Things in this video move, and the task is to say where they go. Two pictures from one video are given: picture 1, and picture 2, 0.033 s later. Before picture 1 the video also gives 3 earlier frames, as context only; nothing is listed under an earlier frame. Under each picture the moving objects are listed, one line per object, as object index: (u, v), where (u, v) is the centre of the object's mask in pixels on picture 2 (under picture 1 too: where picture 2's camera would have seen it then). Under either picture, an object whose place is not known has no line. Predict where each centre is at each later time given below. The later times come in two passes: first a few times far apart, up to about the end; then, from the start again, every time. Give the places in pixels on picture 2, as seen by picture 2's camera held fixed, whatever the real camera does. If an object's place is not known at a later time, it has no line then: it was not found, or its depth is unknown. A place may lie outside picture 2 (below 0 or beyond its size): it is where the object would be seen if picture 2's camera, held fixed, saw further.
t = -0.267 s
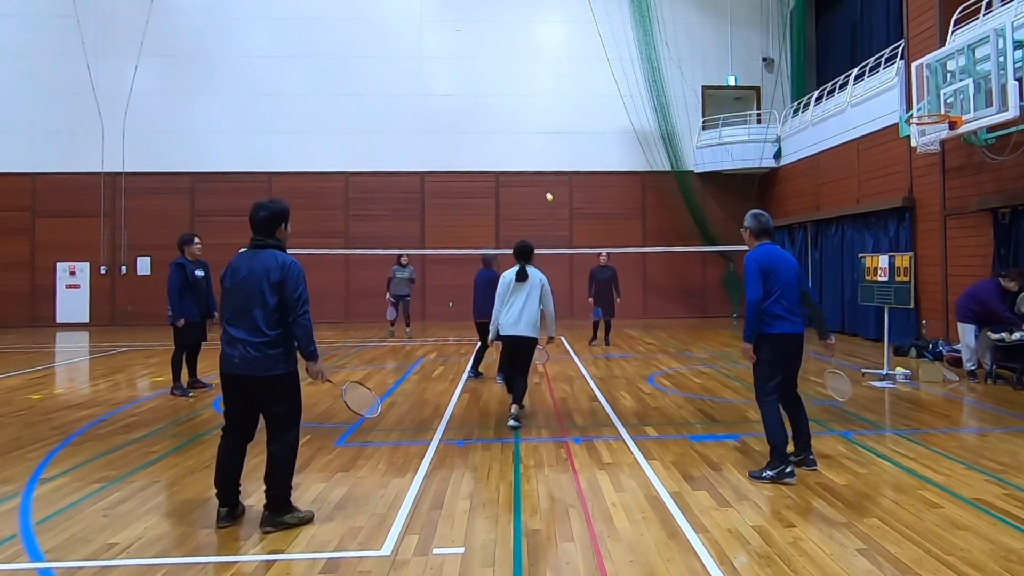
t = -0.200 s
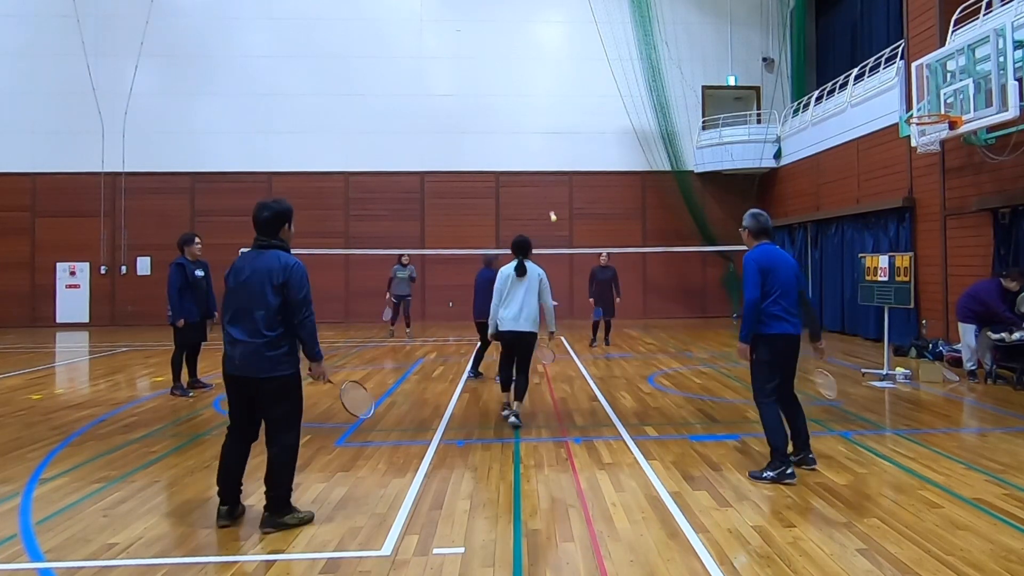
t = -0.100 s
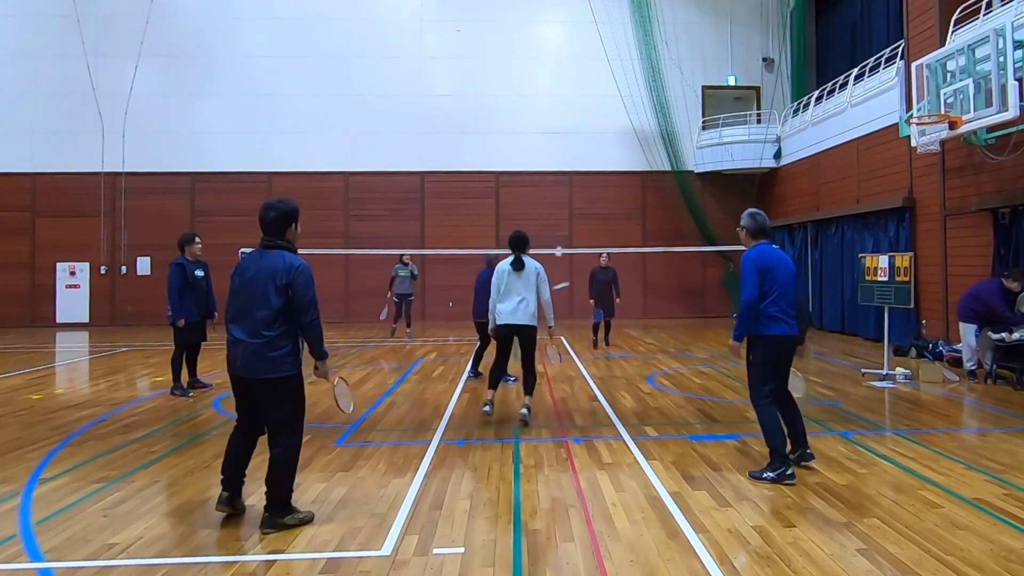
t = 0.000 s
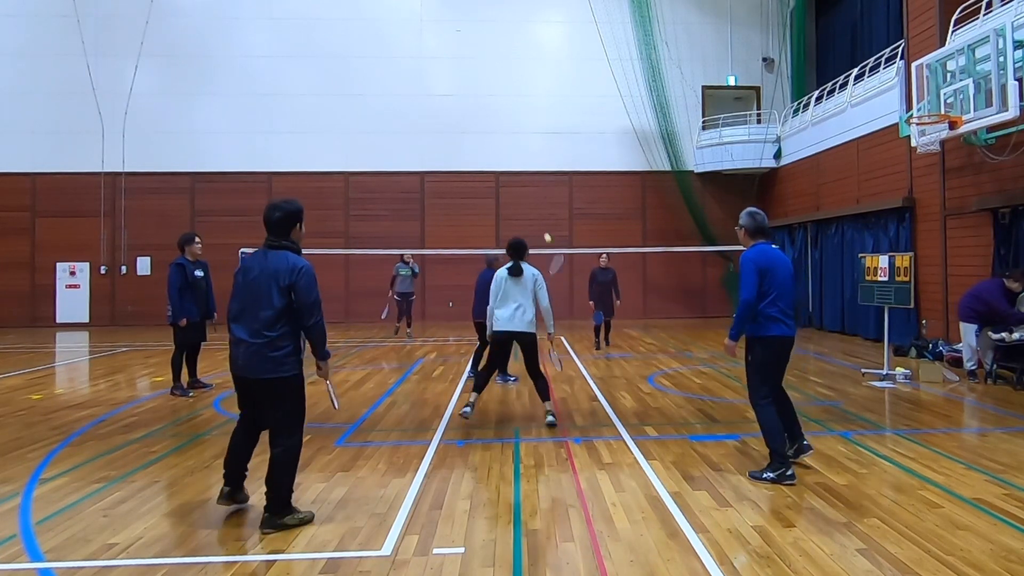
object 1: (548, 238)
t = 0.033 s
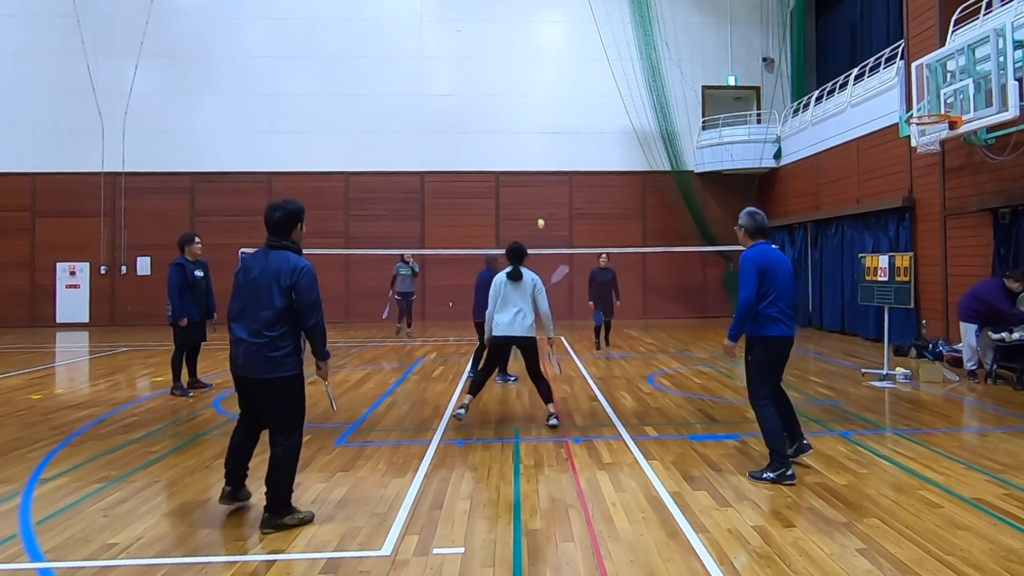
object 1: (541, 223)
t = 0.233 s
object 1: (504, 160)
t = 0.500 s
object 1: (461, 135)
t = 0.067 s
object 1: (535, 210)
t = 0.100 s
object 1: (528, 197)
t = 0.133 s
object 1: (522, 186)
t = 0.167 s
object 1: (516, 176)
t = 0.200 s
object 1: (510, 168)
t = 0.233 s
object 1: (504, 160)
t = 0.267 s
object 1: (499, 153)
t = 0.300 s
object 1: (493, 148)
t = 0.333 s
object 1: (487, 143)
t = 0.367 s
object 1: (483, 140)
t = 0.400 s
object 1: (477, 138)
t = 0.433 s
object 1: (471, 136)
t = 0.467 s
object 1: (466, 135)
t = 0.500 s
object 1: (461, 135)
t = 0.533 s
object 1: (456, 137)
